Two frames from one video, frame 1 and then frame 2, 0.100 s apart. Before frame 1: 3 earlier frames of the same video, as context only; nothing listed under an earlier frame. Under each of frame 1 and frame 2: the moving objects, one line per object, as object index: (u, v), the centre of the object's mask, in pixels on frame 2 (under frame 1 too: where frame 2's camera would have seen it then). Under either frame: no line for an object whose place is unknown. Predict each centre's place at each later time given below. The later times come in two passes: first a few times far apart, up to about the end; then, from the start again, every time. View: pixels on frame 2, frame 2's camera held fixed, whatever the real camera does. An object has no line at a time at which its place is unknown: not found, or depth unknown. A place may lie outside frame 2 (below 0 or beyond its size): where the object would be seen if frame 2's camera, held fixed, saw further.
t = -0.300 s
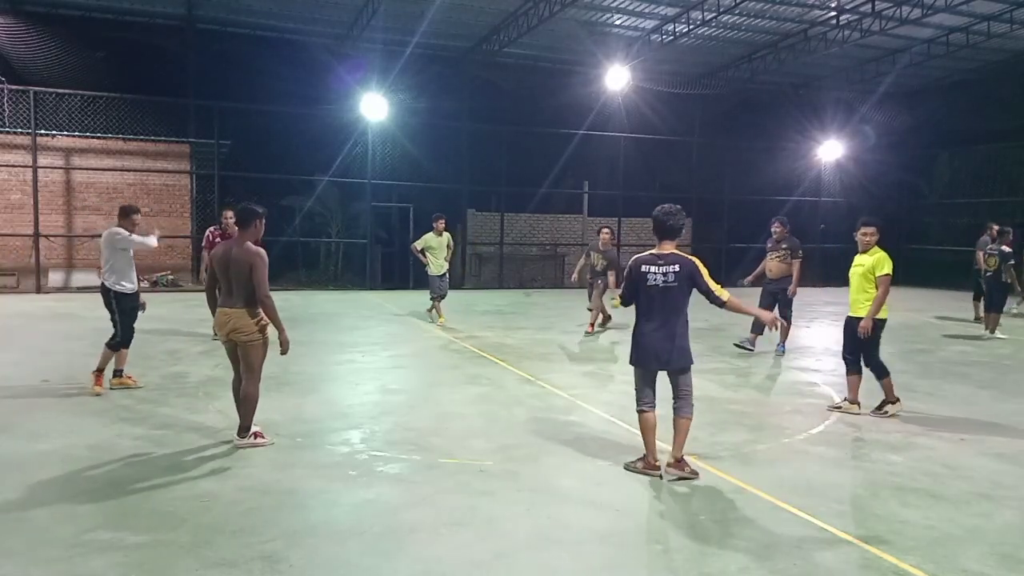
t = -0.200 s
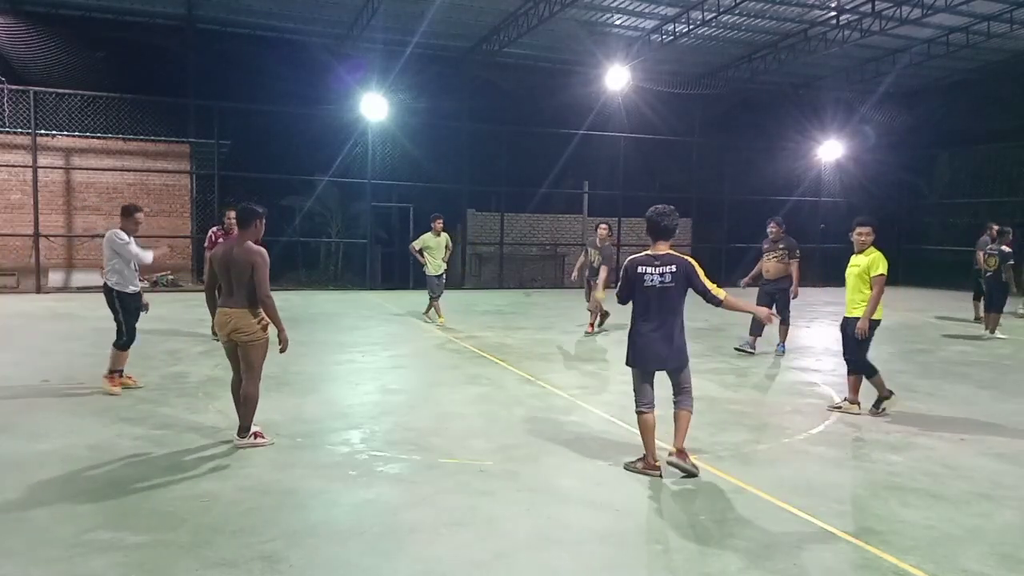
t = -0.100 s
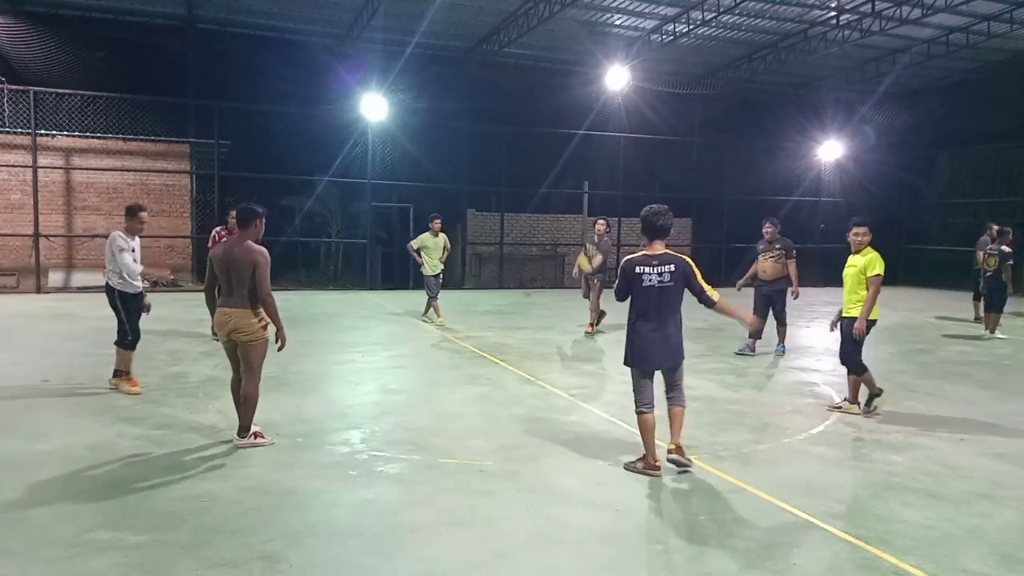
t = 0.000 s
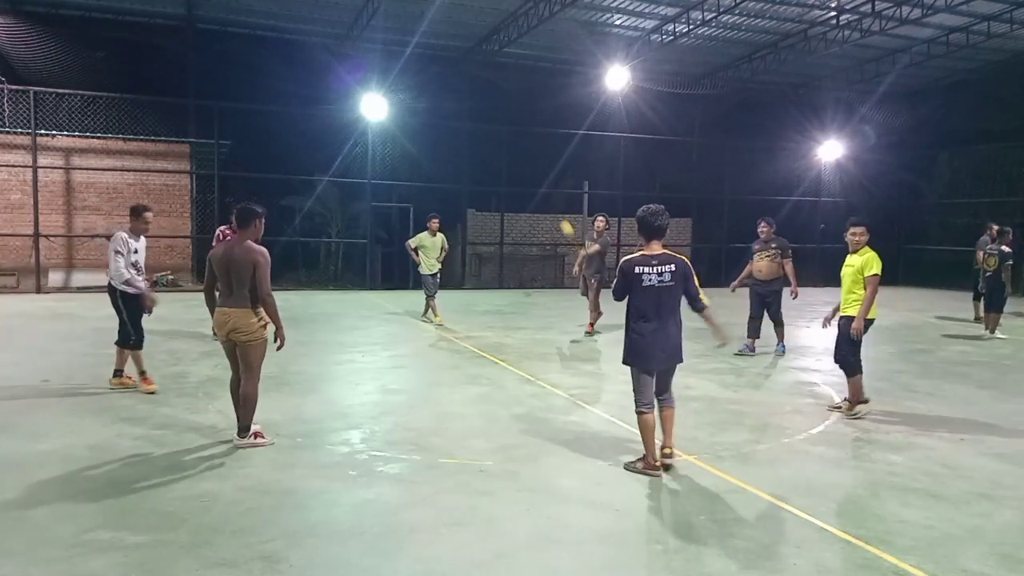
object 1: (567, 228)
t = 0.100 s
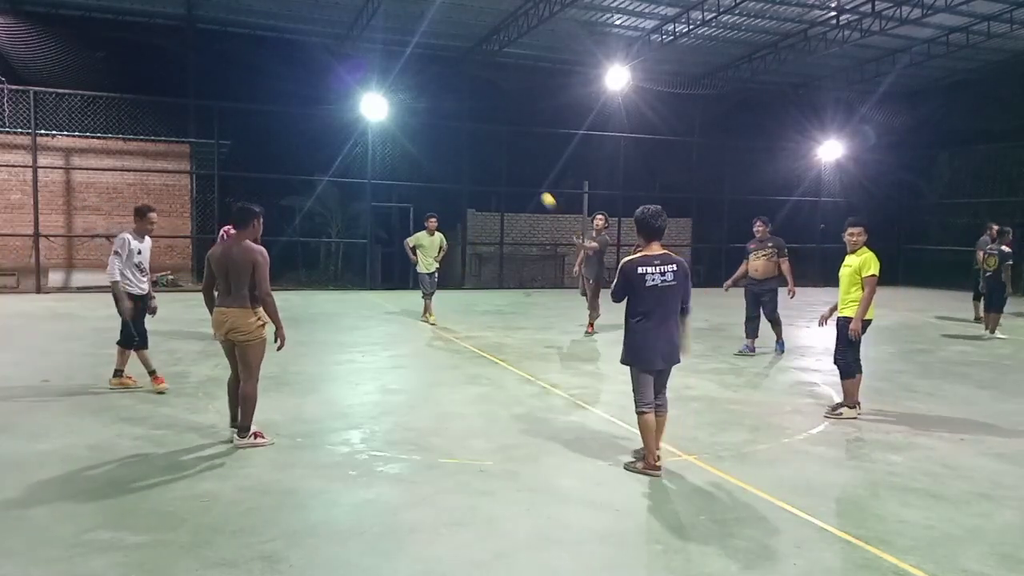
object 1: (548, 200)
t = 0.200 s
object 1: (527, 178)
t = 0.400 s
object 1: (477, 157)
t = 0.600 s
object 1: (416, 177)
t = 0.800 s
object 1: (336, 255)
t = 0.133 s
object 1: (541, 192)
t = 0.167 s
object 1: (534, 185)
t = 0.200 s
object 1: (527, 178)
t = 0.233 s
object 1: (519, 172)
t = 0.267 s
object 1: (512, 167)
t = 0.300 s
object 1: (504, 163)
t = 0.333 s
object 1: (495, 160)
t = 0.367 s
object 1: (486, 158)
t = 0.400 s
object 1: (477, 157)
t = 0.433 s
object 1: (468, 157)
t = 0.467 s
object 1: (458, 158)
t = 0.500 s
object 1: (448, 161)
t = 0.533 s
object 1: (438, 164)
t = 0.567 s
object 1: (427, 170)
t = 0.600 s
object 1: (416, 177)
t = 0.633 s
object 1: (404, 184)
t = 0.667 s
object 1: (392, 194)
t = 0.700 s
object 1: (379, 206)
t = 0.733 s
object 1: (365, 221)
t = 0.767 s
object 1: (351, 237)
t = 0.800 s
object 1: (336, 255)
